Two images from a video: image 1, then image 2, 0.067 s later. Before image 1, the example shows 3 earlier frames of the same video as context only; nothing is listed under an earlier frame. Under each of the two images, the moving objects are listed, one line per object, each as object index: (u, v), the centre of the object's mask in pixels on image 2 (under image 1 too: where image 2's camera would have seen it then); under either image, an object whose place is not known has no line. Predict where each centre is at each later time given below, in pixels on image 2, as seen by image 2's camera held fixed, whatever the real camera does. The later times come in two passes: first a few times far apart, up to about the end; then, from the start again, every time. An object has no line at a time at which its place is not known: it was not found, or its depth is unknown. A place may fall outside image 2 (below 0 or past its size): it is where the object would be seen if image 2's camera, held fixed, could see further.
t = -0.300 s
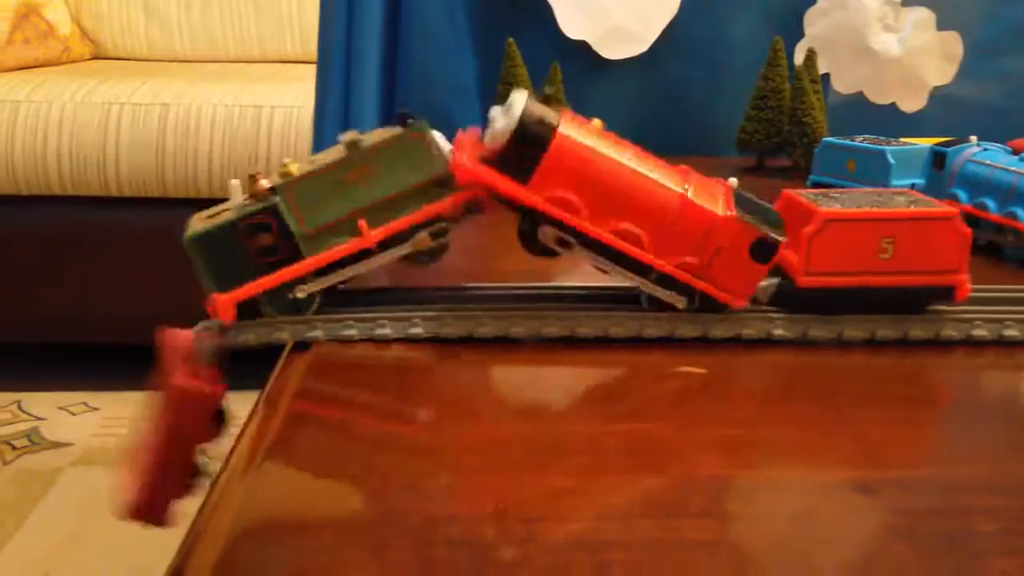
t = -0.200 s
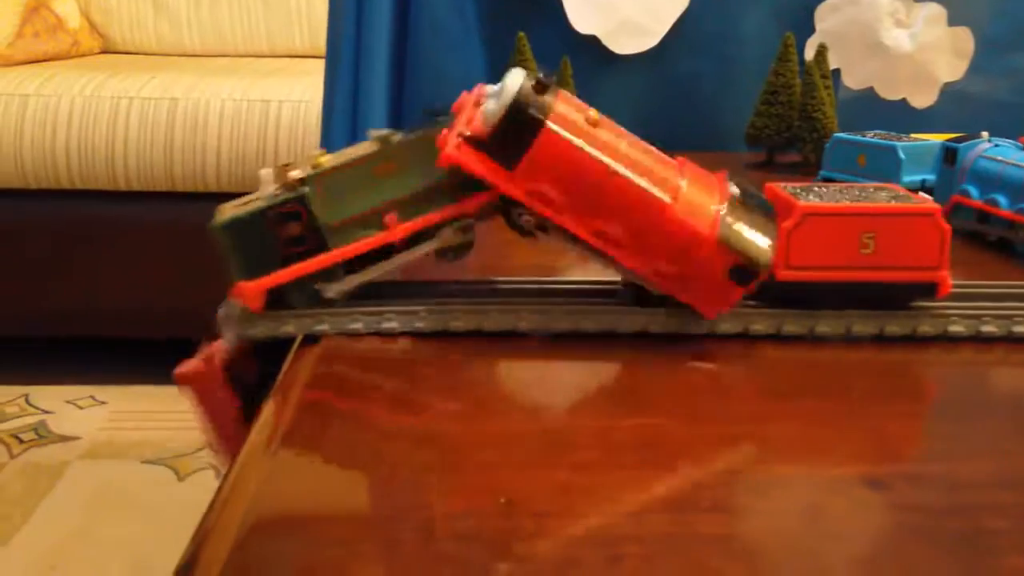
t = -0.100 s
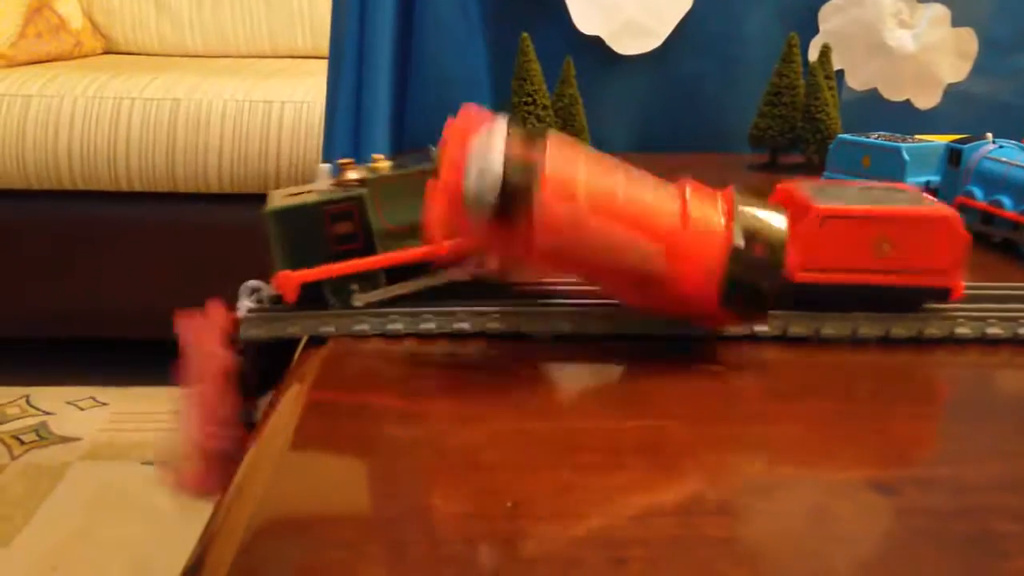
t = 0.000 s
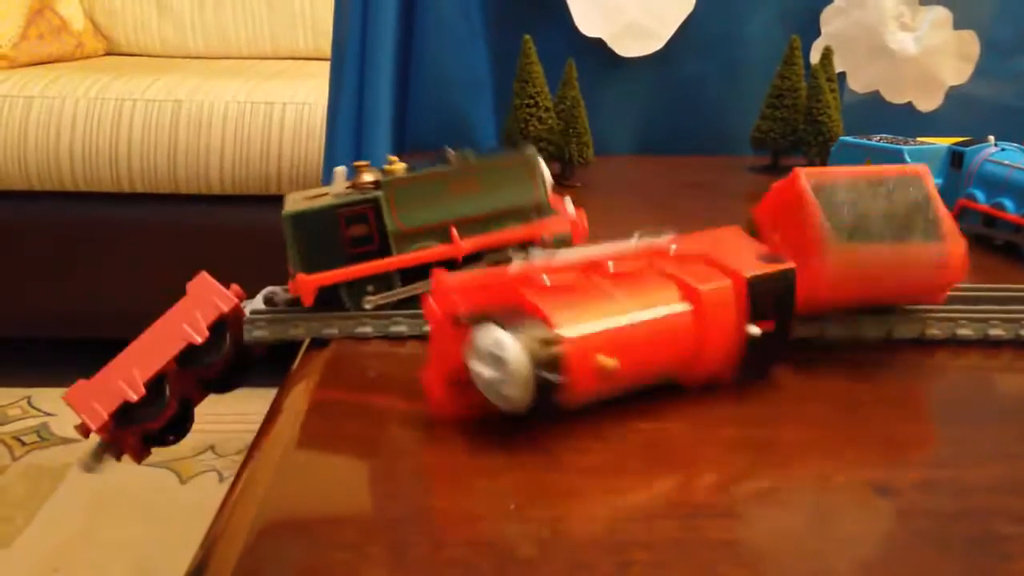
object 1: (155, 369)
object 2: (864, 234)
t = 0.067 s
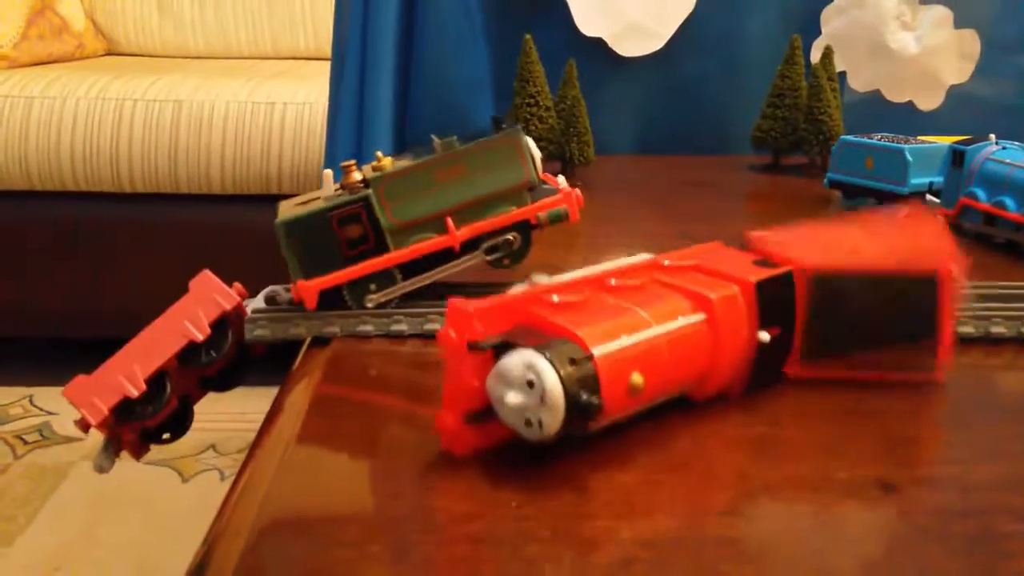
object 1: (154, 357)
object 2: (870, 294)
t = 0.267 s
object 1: (152, 362)
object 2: (888, 324)
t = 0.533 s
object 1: (153, 363)
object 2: (888, 324)
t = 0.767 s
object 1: (154, 363)
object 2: (888, 324)
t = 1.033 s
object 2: (888, 323)
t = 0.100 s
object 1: (154, 363)
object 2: (880, 306)
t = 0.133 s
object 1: (152, 363)
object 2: (884, 316)
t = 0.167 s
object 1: (153, 362)
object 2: (888, 322)
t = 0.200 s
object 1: (152, 362)
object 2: (888, 324)
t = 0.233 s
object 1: (153, 356)
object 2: (888, 324)
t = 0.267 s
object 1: (152, 362)
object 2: (888, 324)
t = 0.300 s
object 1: (152, 362)
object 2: (888, 324)
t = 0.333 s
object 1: (152, 362)
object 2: (888, 324)
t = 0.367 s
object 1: (152, 362)
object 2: (888, 324)
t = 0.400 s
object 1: (152, 362)
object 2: (888, 324)
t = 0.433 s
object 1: (152, 362)
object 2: (888, 324)
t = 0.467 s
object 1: (152, 363)
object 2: (888, 324)
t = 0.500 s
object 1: (153, 363)
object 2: (888, 324)
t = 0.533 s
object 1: (153, 363)
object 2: (888, 324)
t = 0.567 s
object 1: (154, 363)
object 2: (888, 324)
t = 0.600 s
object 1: (160, 361)
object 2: (888, 324)
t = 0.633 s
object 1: (160, 361)
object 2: (888, 324)
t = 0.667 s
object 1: (155, 363)
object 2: (888, 324)
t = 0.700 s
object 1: (155, 363)
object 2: (888, 324)
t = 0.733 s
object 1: (153, 363)
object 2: (888, 324)
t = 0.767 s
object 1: (154, 363)
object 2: (888, 324)
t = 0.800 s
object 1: (155, 363)
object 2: (888, 324)
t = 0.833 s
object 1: (160, 361)
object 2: (888, 324)
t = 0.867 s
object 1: (155, 363)
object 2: (888, 324)
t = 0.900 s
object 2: (888, 324)
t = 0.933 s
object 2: (888, 324)
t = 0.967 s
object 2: (888, 324)
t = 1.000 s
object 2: (888, 324)
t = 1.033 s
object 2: (888, 323)
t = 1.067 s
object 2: (888, 323)
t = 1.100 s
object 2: (888, 324)
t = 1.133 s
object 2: (888, 324)
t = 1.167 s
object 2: (888, 324)
